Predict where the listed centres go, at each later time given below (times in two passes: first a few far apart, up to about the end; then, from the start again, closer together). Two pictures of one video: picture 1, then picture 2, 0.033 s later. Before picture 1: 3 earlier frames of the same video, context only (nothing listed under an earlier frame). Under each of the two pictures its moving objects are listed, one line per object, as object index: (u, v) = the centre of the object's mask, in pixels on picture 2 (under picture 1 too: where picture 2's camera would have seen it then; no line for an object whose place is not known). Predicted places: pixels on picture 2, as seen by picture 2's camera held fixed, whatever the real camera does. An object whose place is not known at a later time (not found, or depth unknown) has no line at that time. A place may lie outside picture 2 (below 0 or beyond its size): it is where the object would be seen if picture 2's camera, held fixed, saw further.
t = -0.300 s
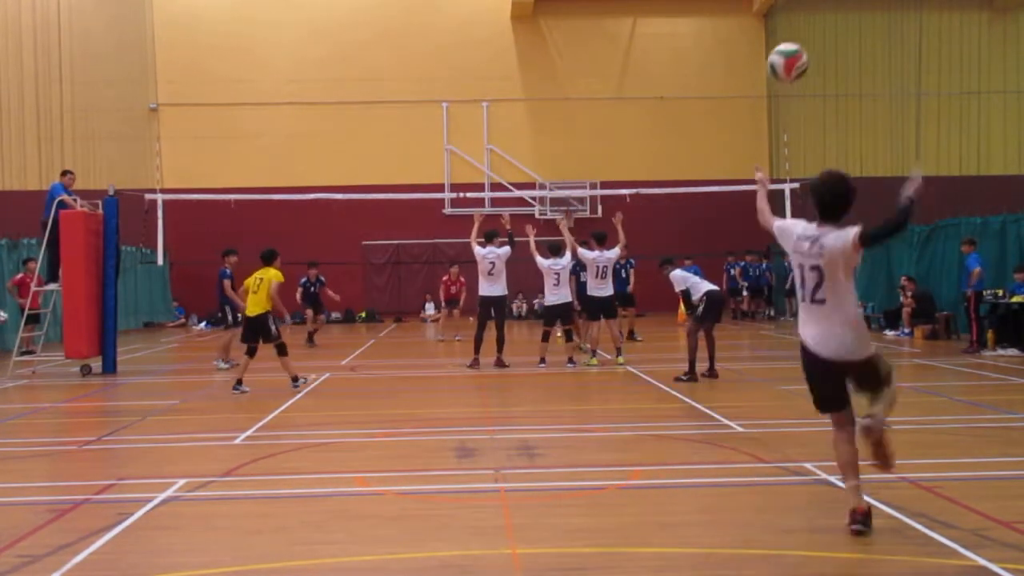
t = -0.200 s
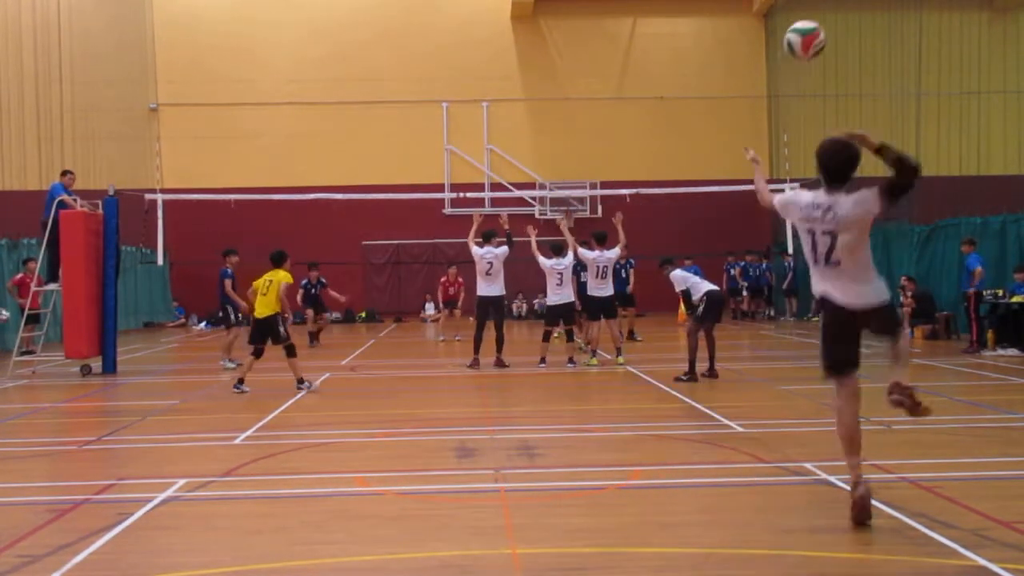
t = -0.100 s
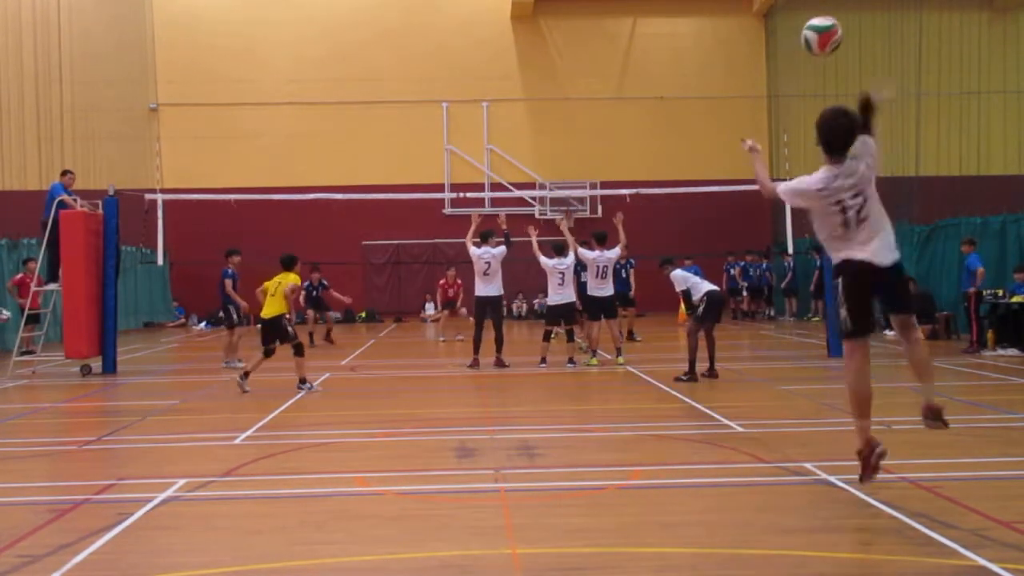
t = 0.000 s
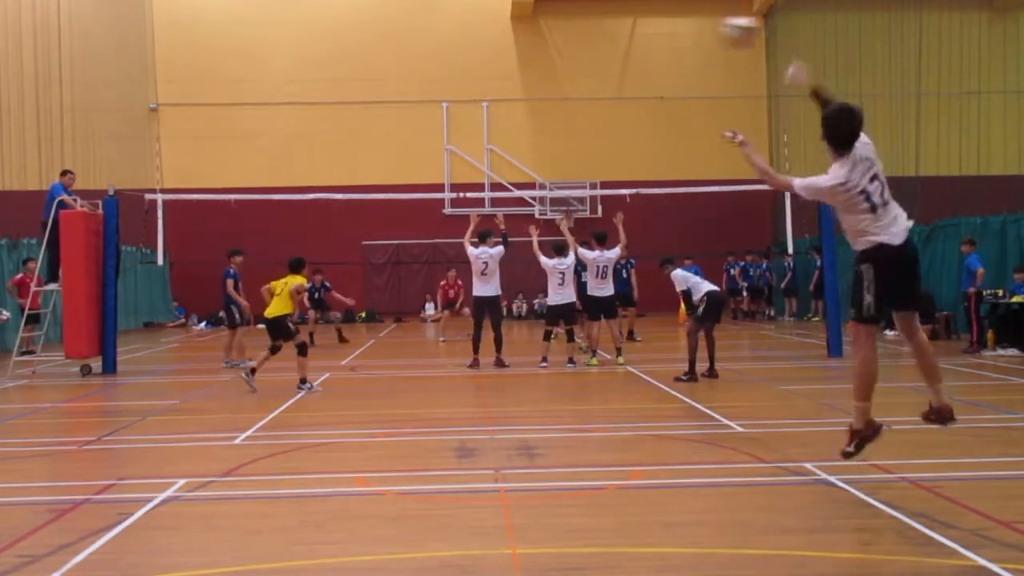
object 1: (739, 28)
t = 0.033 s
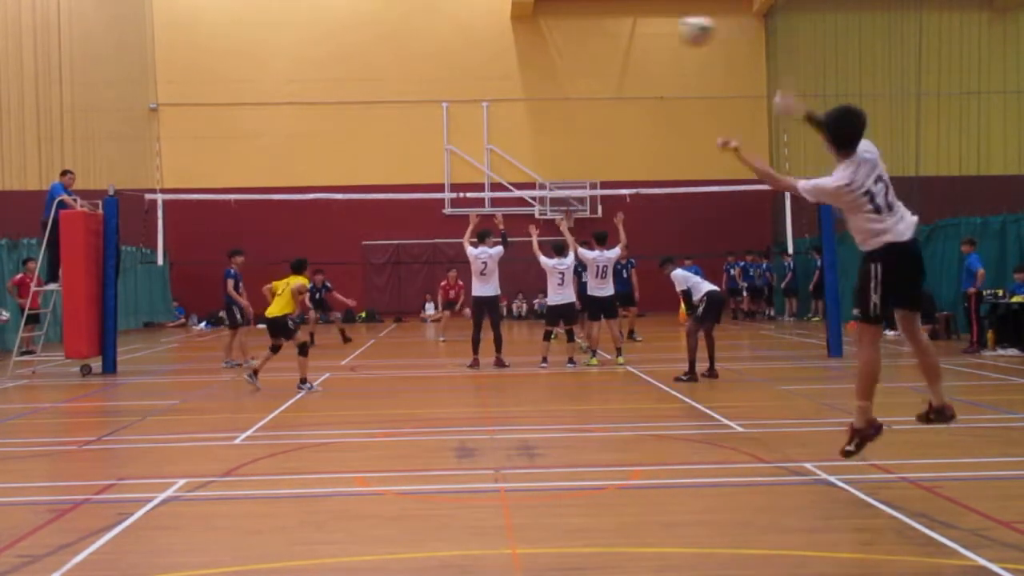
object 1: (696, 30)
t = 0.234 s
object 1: (524, 46)
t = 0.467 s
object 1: (413, 102)
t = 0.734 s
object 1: (339, 188)
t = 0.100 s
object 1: (626, 31)
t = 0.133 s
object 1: (597, 34)
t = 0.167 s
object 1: (570, 37)
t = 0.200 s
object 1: (547, 40)
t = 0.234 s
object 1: (524, 46)
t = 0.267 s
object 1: (503, 53)
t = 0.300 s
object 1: (486, 60)
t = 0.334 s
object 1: (469, 67)
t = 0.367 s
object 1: (453, 75)
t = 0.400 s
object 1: (439, 83)
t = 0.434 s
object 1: (425, 92)
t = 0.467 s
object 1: (413, 102)
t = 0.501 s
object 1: (402, 112)
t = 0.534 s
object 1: (391, 123)
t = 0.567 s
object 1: (381, 134)
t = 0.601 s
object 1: (372, 145)
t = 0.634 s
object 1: (364, 156)
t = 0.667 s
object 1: (356, 167)
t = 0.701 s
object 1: (347, 177)
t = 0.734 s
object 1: (339, 188)
